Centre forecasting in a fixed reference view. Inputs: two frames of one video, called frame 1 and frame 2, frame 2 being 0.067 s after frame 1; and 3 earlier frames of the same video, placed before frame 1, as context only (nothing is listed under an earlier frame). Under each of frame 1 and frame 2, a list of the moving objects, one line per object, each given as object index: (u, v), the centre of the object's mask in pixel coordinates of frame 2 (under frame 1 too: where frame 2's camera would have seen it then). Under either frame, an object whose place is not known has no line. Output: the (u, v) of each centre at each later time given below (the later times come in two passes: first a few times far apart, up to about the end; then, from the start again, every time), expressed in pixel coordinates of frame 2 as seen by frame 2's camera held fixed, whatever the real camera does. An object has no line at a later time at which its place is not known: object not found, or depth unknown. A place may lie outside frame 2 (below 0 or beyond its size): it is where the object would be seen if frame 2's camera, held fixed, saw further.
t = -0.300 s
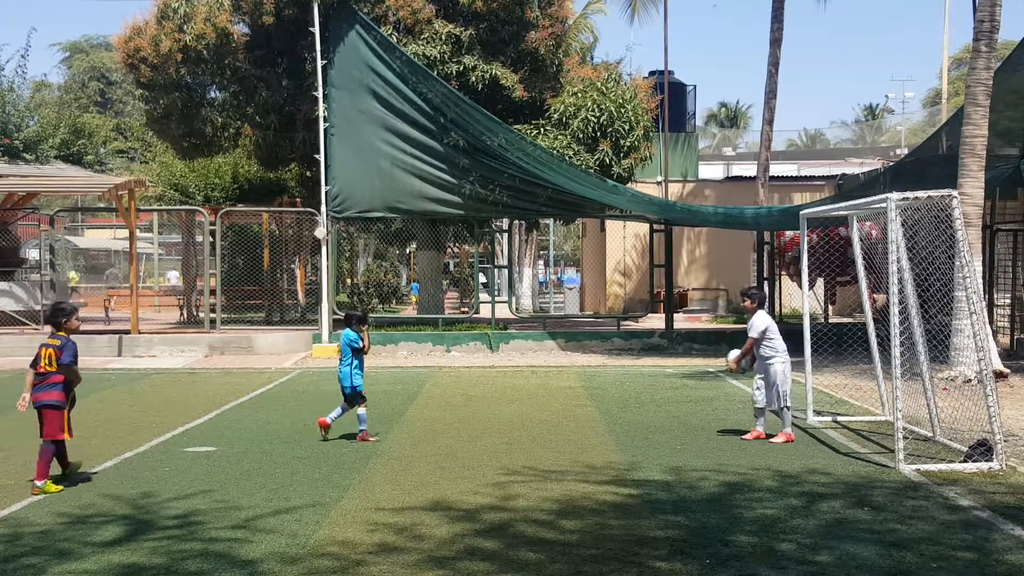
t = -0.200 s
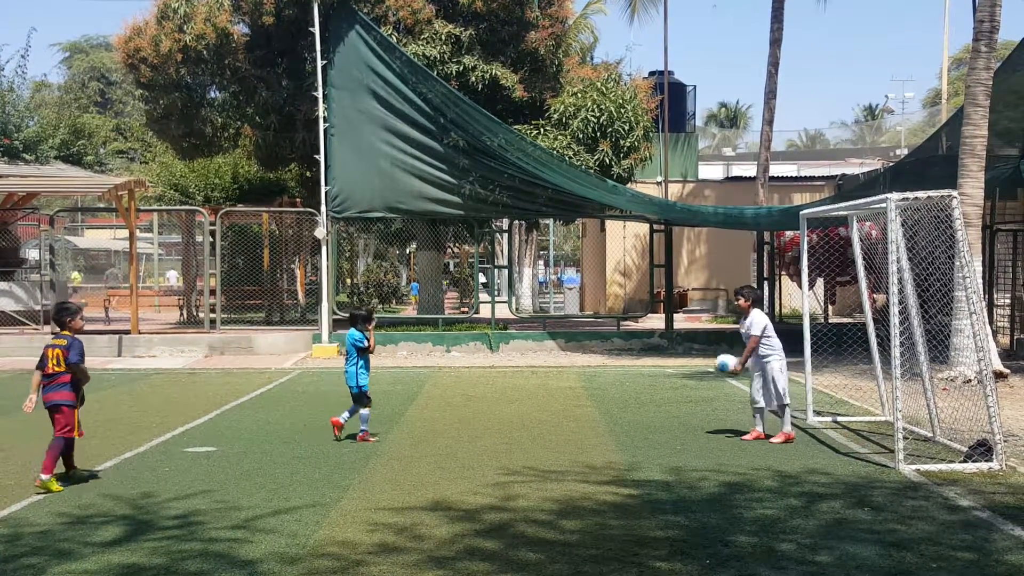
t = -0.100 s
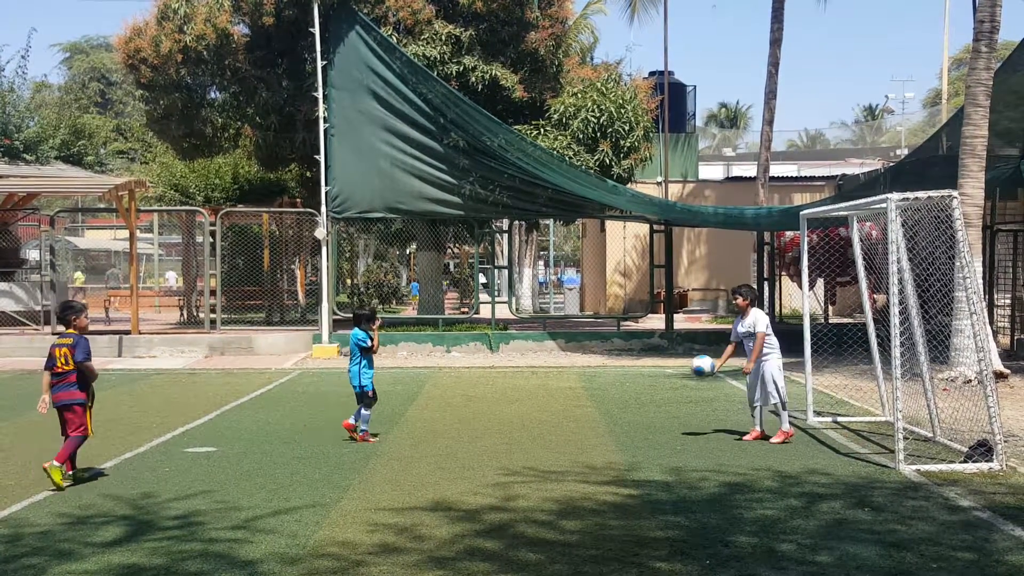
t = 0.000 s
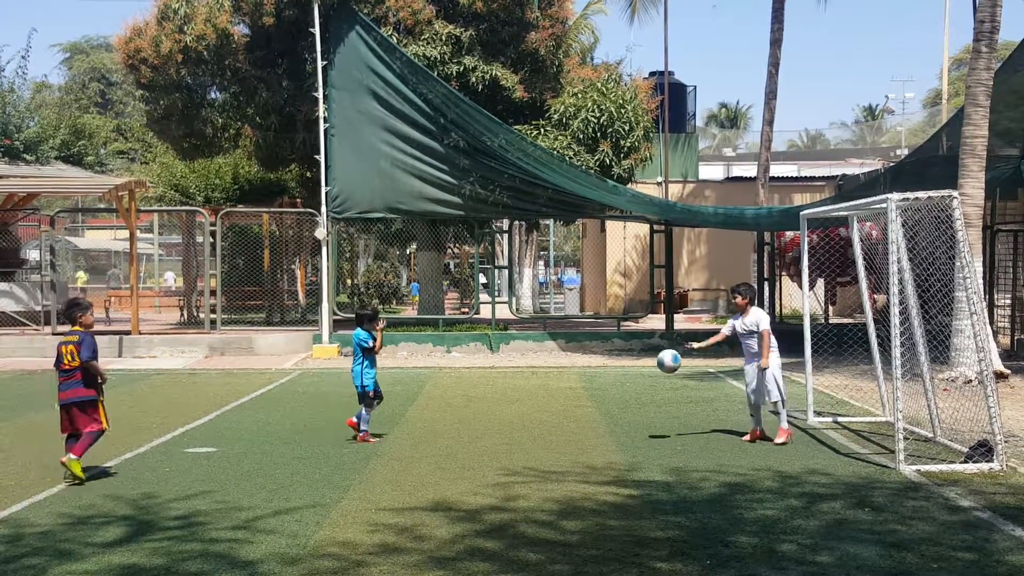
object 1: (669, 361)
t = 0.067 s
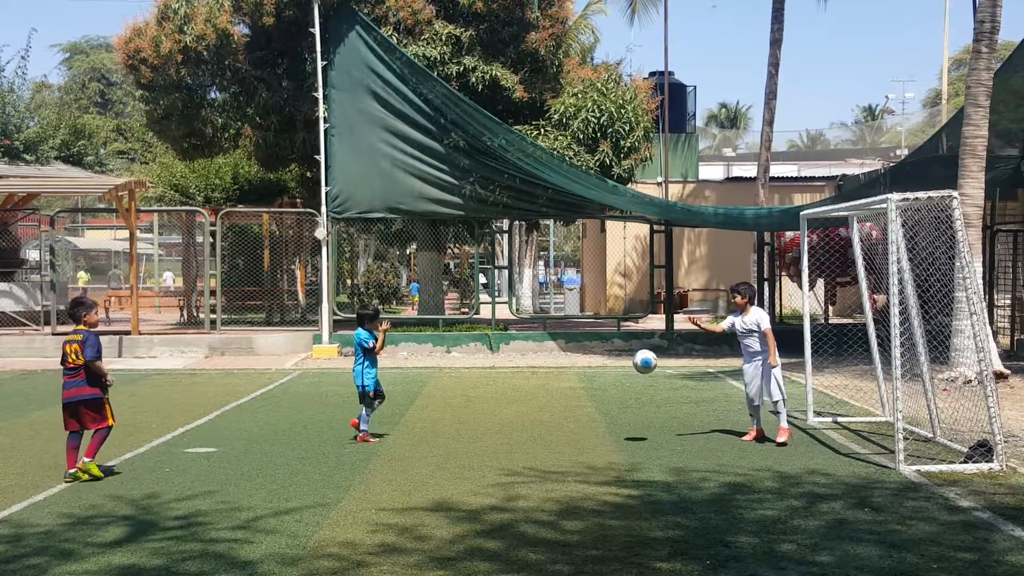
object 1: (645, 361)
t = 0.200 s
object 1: (596, 377)
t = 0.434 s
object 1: (512, 436)
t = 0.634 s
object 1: (458, 405)
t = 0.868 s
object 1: (392, 429)
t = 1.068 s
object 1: (332, 437)
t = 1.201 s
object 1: (290, 438)
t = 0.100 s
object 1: (632, 363)
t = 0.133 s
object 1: (620, 366)
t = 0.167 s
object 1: (610, 371)
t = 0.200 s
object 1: (596, 377)
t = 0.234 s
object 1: (584, 384)
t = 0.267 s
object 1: (572, 392)
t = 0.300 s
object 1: (560, 402)
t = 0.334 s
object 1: (547, 414)
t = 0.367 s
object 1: (534, 426)
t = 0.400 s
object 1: (522, 441)
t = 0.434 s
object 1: (512, 436)
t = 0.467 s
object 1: (502, 427)
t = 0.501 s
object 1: (495, 421)
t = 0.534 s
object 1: (486, 415)
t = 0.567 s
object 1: (477, 410)
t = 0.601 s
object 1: (467, 407)
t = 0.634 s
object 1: (458, 405)
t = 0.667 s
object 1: (449, 404)
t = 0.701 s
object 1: (439, 405)
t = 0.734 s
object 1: (430, 407)
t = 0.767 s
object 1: (420, 411)
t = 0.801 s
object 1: (411, 415)
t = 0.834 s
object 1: (401, 421)
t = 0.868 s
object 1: (392, 429)
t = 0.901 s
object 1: (382, 438)
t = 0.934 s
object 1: (371, 449)
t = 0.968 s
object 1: (362, 451)
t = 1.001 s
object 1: (352, 445)
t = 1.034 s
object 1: (342, 441)
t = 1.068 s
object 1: (332, 437)
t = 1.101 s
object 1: (322, 435)
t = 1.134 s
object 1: (311, 435)
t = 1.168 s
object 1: (301, 436)
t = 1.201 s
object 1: (290, 438)
